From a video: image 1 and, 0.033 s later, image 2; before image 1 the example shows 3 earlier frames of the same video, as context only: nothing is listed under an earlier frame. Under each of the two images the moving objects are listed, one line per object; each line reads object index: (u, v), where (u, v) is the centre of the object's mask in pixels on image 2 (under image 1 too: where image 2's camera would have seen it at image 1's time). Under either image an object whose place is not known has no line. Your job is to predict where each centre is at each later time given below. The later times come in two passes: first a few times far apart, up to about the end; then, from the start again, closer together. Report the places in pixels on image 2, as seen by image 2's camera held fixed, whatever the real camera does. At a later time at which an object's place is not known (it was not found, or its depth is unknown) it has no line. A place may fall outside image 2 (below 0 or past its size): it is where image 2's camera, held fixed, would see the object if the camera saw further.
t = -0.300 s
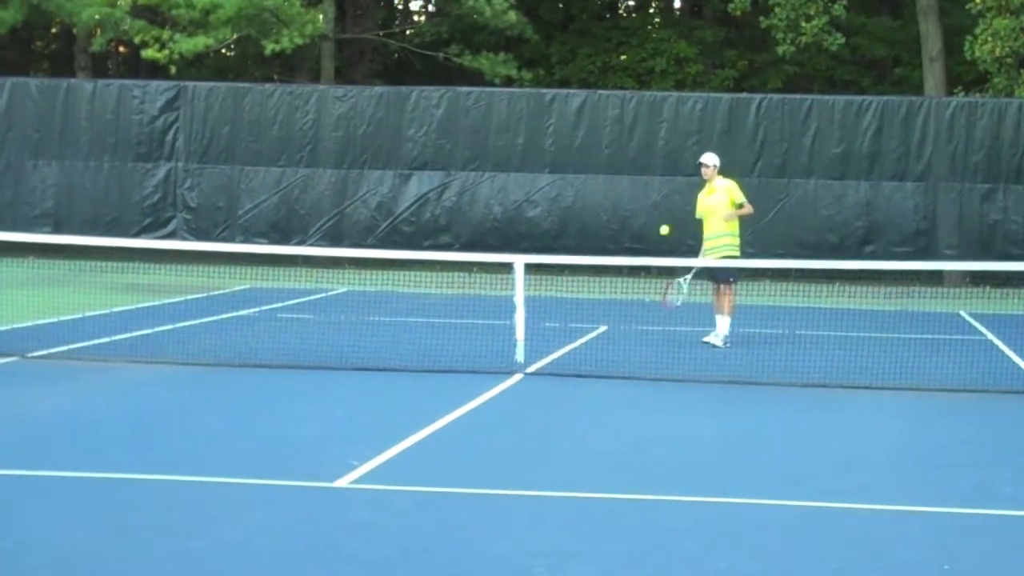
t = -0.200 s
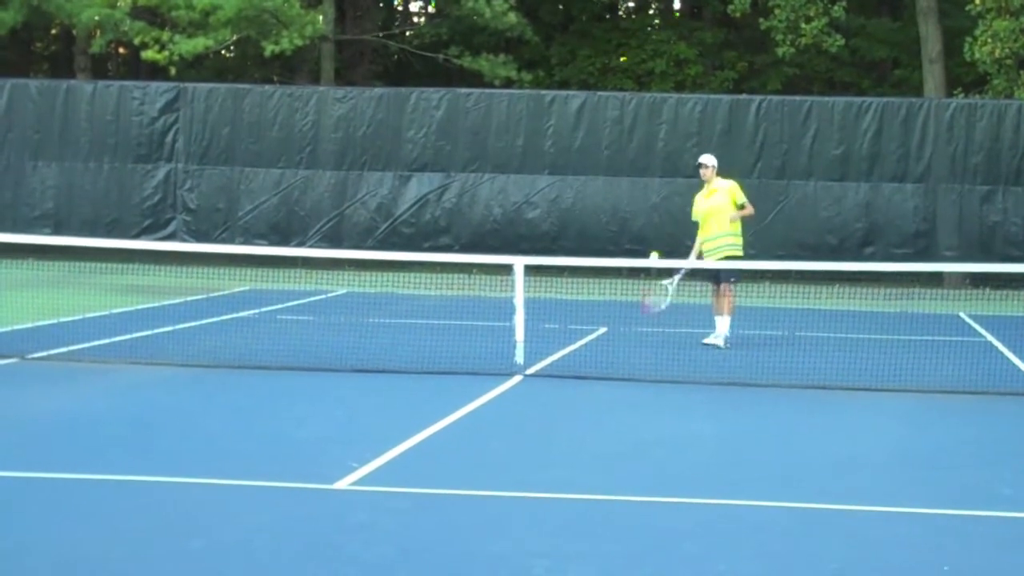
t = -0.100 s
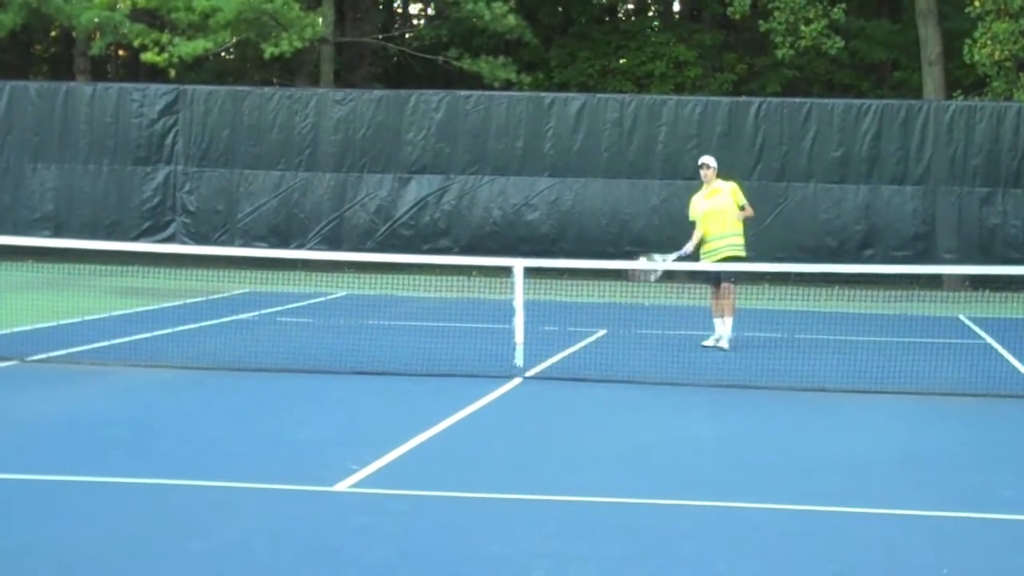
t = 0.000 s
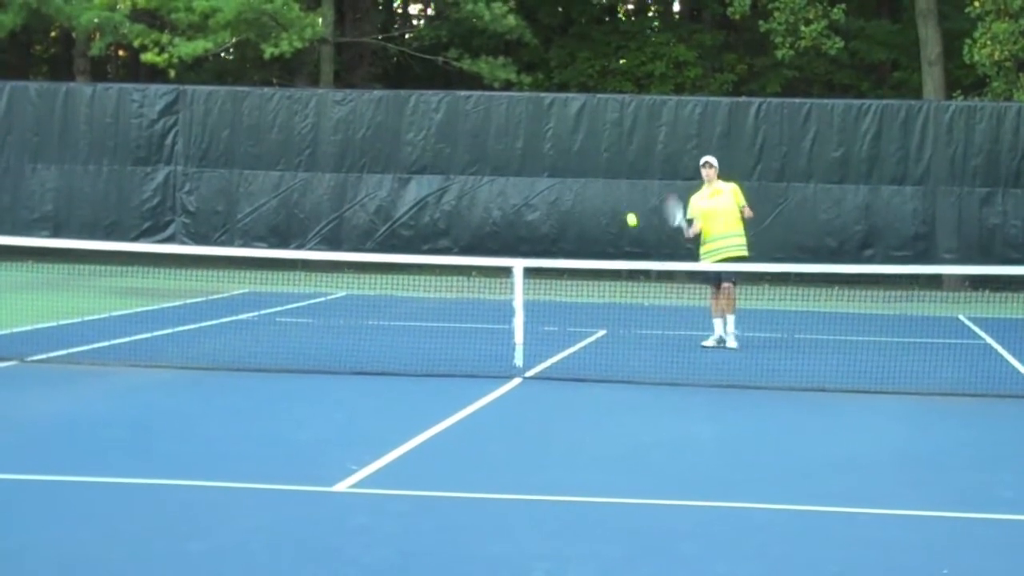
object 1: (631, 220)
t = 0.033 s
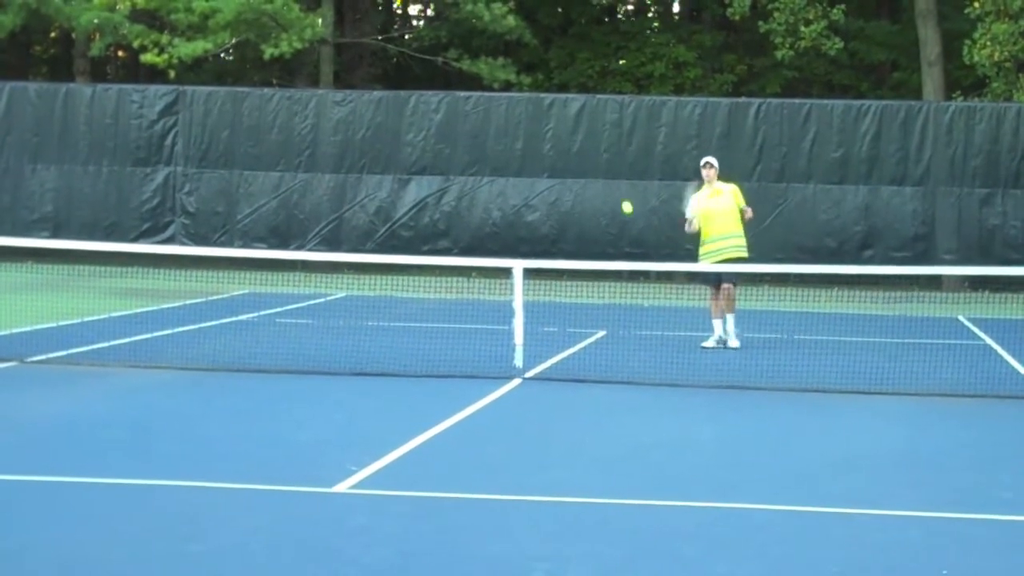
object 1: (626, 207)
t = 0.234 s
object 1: (597, 148)
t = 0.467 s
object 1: (547, 137)
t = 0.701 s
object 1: (472, 226)
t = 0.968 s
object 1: (334, 545)
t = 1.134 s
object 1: (264, 402)
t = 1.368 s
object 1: (128, 283)
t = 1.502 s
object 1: (21, 289)
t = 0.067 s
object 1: (622, 194)
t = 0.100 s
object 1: (618, 183)
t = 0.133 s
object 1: (612, 173)
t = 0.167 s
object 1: (608, 164)
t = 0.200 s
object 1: (602, 155)
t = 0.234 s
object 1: (597, 148)
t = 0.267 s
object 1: (590, 142)
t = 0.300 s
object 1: (584, 137)
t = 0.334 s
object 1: (578, 134)
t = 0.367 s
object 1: (570, 133)
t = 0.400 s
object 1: (563, 132)
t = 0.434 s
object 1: (555, 134)
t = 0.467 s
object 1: (547, 137)
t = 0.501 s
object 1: (538, 142)
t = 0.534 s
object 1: (528, 149)
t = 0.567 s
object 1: (518, 160)
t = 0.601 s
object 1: (508, 171)
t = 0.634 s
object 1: (497, 187)
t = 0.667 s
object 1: (484, 205)
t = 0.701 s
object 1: (472, 226)
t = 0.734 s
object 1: (459, 248)
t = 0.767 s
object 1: (444, 279)
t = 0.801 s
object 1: (428, 311)
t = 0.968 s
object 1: (334, 545)
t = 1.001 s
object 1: (321, 516)
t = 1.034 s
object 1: (308, 485)
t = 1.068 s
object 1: (294, 456)
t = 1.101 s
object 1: (280, 428)
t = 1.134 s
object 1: (264, 402)
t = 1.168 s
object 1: (248, 377)
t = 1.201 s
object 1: (231, 355)
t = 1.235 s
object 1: (213, 336)
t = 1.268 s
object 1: (193, 318)
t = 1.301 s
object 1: (173, 303)
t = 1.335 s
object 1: (151, 292)
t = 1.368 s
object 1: (128, 283)
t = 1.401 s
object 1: (103, 279)
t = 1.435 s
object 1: (77, 278)
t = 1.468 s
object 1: (49, 281)
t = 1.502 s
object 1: (21, 289)
